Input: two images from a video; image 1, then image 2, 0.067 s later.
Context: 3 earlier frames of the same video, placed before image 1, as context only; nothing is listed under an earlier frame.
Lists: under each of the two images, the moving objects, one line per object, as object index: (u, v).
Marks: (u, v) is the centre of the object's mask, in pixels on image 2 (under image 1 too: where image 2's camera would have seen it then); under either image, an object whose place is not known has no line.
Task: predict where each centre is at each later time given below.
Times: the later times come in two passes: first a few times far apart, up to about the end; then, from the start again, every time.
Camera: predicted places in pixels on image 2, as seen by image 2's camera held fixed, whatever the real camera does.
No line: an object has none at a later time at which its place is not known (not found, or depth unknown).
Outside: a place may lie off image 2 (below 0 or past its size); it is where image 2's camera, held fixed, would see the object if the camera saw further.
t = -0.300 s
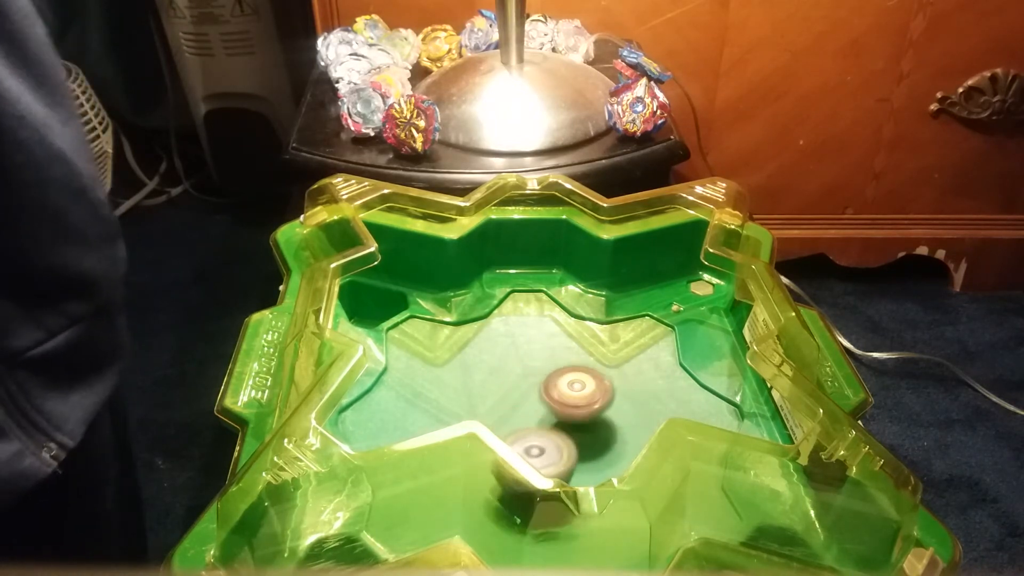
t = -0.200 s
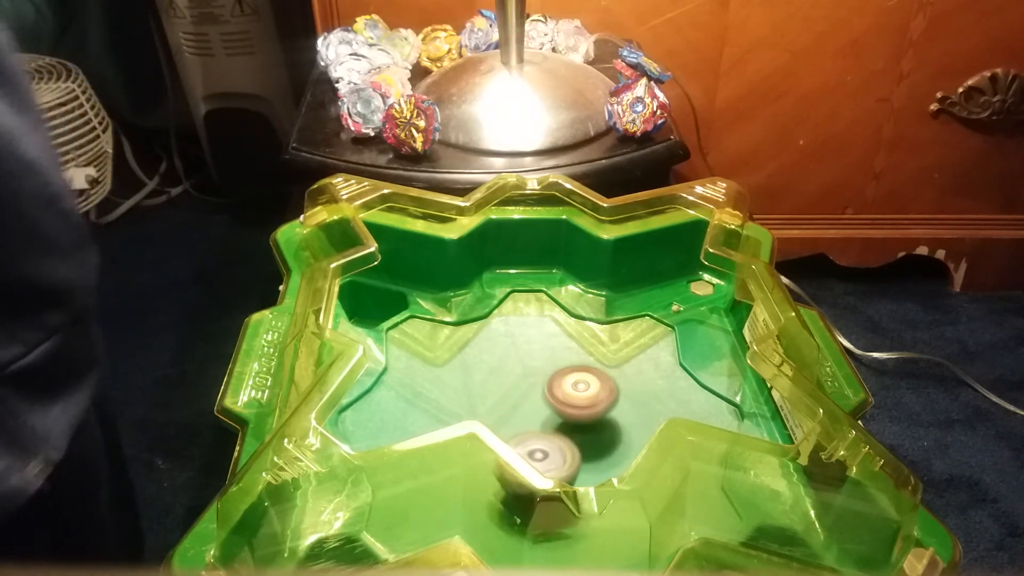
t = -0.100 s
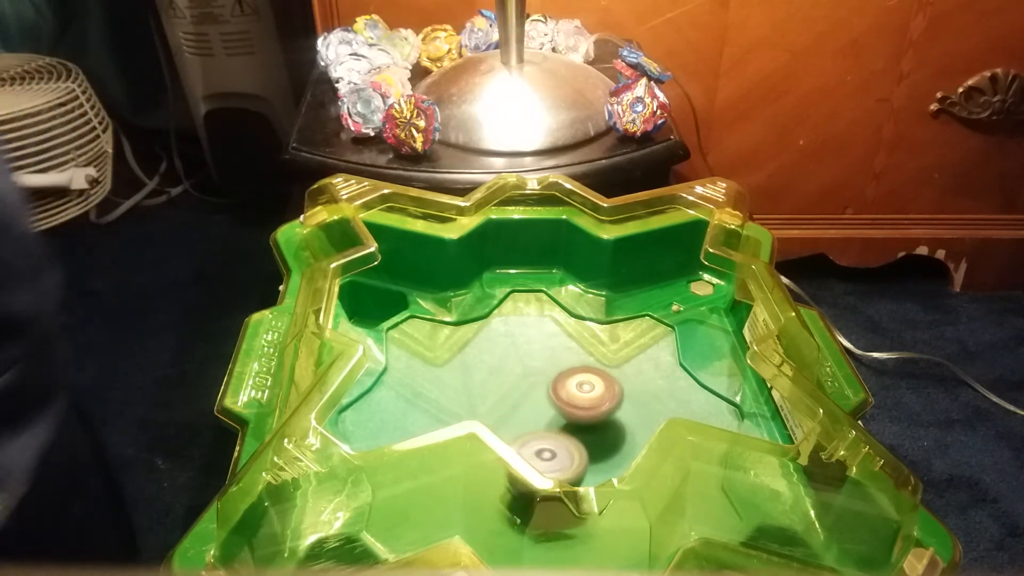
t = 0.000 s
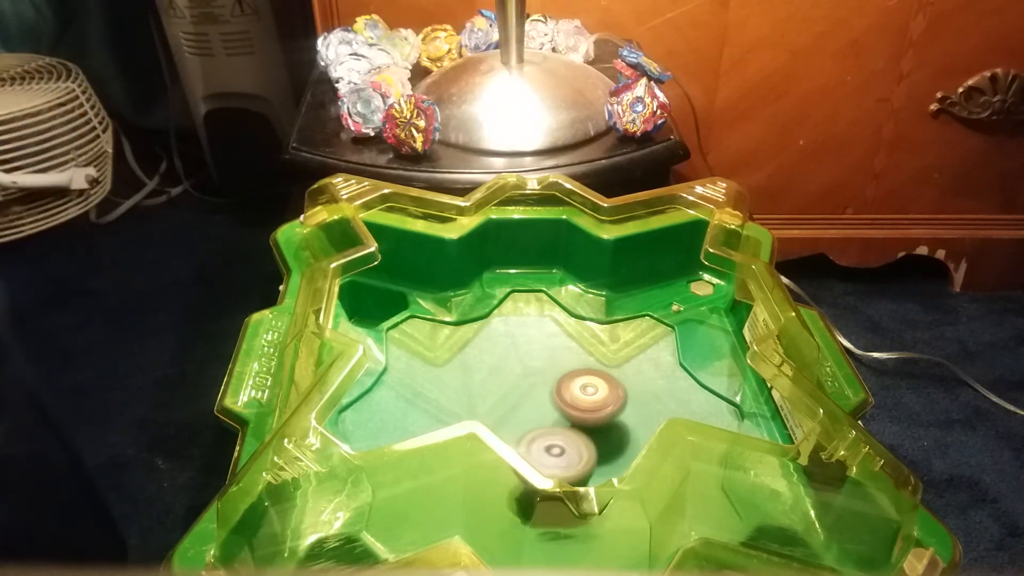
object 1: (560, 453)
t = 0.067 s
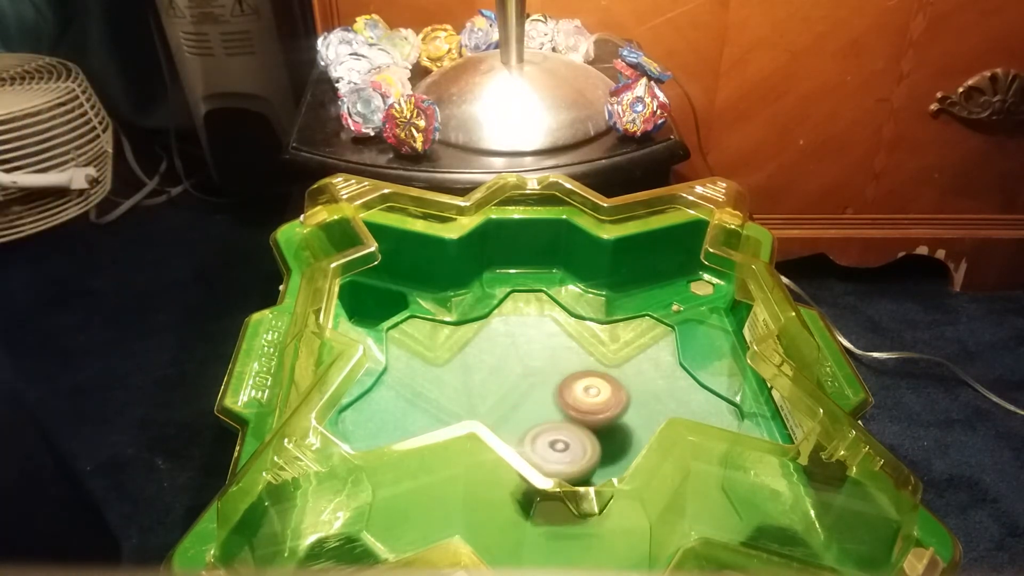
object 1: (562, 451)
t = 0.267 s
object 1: (554, 445)
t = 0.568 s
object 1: (536, 423)
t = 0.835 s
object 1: (528, 413)
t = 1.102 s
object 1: (509, 395)
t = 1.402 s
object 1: (524, 402)
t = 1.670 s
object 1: (524, 387)
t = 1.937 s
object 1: (540, 395)
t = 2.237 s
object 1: (564, 384)
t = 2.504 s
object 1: (566, 363)
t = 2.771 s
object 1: (555, 357)
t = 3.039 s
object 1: (560, 376)
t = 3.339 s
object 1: (551, 373)
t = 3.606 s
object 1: (550, 380)
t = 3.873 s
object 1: (534, 373)
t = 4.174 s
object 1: (509, 360)
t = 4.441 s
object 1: (508, 371)
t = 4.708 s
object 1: (528, 397)
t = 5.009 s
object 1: (515, 415)
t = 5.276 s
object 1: (519, 427)
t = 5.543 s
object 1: (524, 421)
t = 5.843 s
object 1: (550, 407)
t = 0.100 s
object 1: (559, 451)
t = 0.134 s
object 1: (558, 450)
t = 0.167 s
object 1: (557, 449)
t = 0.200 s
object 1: (556, 448)
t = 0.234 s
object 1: (555, 447)
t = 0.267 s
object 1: (554, 445)
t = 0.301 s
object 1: (553, 443)
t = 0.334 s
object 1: (552, 440)
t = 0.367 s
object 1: (551, 438)
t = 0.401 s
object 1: (550, 434)
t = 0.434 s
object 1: (548, 432)
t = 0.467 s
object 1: (544, 430)
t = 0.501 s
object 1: (541, 427)
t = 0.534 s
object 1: (538, 425)
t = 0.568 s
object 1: (536, 423)
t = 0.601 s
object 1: (534, 421)
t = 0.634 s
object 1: (532, 420)
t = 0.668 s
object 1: (531, 418)
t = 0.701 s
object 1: (530, 417)
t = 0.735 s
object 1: (529, 416)
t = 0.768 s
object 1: (528, 415)
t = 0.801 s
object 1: (528, 414)
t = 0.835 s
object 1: (528, 413)
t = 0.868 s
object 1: (529, 408)
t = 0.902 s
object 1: (530, 406)
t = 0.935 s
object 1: (531, 405)
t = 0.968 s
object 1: (525, 401)
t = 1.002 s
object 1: (516, 397)
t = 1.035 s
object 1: (512, 396)
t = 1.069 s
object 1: (510, 395)
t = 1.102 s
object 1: (509, 395)
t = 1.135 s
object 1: (508, 395)
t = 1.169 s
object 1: (508, 395)
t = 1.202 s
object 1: (509, 396)
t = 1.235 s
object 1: (510, 397)
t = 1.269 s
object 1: (511, 398)
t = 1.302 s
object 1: (514, 398)
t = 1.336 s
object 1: (516, 400)
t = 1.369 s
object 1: (520, 401)
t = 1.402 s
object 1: (524, 402)
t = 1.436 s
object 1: (528, 402)
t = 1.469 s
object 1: (532, 403)
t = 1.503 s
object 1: (537, 403)
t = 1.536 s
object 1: (538, 402)
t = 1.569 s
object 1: (529, 395)
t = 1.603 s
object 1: (525, 388)
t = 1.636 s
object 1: (524, 387)
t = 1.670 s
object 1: (524, 387)
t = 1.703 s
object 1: (524, 387)
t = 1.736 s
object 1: (525, 388)
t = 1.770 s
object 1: (526, 389)
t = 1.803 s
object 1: (527, 390)
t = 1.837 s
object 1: (529, 391)
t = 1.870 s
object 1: (532, 393)
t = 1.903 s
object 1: (535, 394)
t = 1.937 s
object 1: (540, 395)
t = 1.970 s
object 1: (544, 396)
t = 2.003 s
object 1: (549, 397)
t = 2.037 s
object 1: (554, 399)
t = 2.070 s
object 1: (559, 400)
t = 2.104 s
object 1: (561, 398)
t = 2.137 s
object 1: (562, 391)
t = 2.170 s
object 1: (563, 388)
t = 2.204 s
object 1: (564, 386)
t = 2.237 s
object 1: (564, 384)
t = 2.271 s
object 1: (565, 382)
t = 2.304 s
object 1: (566, 381)
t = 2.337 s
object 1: (567, 380)
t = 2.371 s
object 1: (567, 380)
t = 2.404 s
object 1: (568, 380)
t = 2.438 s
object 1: (568, 378)
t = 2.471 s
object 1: (566, 368)
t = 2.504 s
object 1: (566, 363)
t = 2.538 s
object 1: (565, 361)
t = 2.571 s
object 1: (563, 358)
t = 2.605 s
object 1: (561, 357)
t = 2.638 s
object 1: (559, 355)
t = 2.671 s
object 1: (558, 355)
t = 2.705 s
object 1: (557, 355)
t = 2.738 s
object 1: (556, 356)
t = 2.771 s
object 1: (555, 357)
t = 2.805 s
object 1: (554, 359)
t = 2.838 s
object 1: (555, 362)
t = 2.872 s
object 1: (555, 365)
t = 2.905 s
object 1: (556, 367)
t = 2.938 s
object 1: (557, 371)
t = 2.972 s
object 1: (558, 375)
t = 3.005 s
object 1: (559, 378)
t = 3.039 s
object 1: (560, 376)
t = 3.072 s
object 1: (559, 369)
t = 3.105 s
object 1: (558, 366)
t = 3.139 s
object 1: (557, 365)
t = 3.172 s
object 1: (555, 365)
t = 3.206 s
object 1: (554, 365)
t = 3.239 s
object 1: (553, 366)
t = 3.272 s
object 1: (552, 368)
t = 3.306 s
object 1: (551, 371)
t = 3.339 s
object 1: (551, 373)
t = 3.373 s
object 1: (551, 376)
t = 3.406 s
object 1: (552, 379)
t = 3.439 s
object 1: (553, 383)
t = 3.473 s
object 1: (554, 386)
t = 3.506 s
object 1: (554, 390)
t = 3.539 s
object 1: (556, 393)
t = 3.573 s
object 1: (553, 389)
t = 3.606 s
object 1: (550, 380)
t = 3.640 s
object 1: (547, 375)
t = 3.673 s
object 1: (544, 374)
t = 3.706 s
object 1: (542, 372)
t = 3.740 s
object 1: (539, 372)
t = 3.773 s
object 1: (538, 372)
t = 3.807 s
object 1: (536, 372)
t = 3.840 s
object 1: (535, 372)
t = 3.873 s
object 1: (534, 373)
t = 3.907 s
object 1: (533, 375)
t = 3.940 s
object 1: (533, 377)
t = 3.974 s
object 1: (534, 378)
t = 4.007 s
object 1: (533, 377)
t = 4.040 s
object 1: (523, 368)
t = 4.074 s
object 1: (518, 363)
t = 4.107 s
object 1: (515, 362)
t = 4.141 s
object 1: (512, 361)
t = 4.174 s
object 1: (509, 360)
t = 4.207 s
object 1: (506, 359)
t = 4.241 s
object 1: (504, 359)
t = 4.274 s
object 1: (503, 360)
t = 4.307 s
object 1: (503, 361)
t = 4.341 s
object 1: (503, 363)
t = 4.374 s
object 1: (504, 365)
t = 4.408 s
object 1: (506, 368)
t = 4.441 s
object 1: (508, 371)
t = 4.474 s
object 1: (510, 374)
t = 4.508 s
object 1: (513, 377)
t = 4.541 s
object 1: (515, 380)
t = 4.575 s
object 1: (518, 383)
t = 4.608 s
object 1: (521, 387)
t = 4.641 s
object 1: (524, 391)
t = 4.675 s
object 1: (527, 395)
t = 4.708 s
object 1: (528, 397)
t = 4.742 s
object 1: (528, 399)
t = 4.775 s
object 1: (522, 400)
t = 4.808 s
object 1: (521, 402)
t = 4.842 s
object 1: (519, 405)
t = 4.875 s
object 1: (517, 407)
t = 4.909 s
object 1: (516, 410)
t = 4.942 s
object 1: (516, 412)
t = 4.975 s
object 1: (515, 414)
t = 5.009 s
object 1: (515, 415)
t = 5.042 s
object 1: (516, 418)
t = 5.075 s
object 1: (516, 420)
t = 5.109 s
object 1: (517, 421)
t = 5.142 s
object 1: (517, 424)
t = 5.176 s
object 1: (519, 426)
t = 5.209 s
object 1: (519, 427)
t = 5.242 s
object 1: (519, 427)
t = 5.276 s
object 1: (519, 427)
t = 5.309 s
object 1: (519, 426)
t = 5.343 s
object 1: (518, 426)
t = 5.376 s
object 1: (518, 425)
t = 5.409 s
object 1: (518, 423)
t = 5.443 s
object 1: (519, 423)
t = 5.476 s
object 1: (521, 422)
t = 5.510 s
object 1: (522, 422)
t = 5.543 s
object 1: (524, 421)
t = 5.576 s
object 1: (527, 421)
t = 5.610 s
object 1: (529, 420)
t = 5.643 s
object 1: (532, 420)
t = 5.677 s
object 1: (536, 420)
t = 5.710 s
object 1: (541, 420)
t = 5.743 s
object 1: (545, 420)
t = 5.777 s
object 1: (550, 420)
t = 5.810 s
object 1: (551, 415)
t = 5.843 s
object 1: (550, 407)
